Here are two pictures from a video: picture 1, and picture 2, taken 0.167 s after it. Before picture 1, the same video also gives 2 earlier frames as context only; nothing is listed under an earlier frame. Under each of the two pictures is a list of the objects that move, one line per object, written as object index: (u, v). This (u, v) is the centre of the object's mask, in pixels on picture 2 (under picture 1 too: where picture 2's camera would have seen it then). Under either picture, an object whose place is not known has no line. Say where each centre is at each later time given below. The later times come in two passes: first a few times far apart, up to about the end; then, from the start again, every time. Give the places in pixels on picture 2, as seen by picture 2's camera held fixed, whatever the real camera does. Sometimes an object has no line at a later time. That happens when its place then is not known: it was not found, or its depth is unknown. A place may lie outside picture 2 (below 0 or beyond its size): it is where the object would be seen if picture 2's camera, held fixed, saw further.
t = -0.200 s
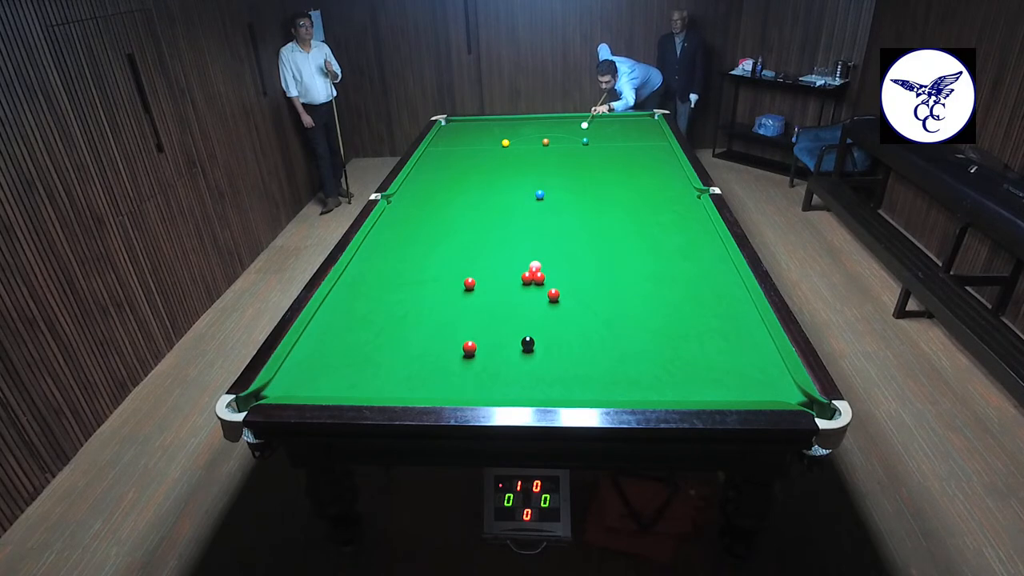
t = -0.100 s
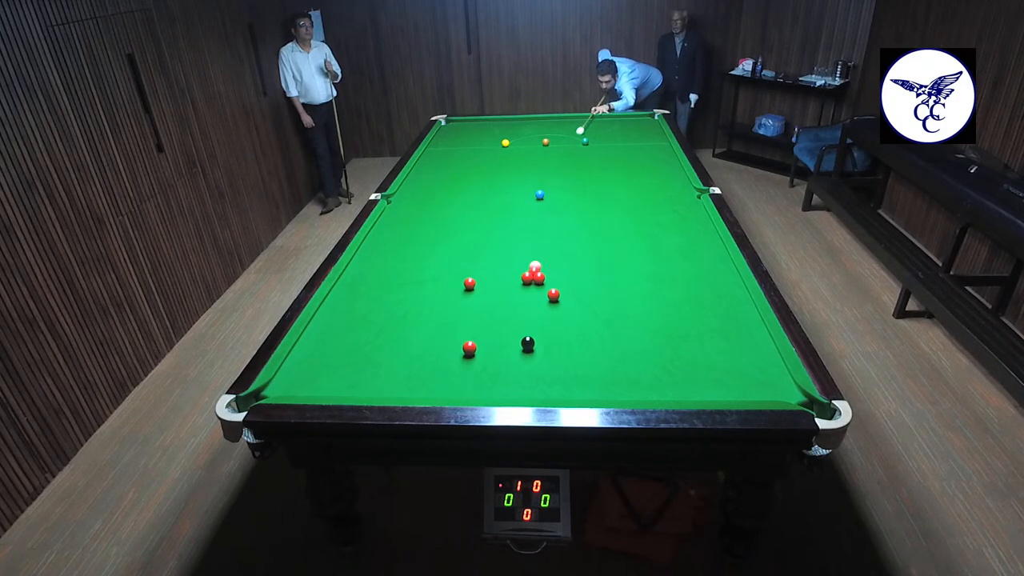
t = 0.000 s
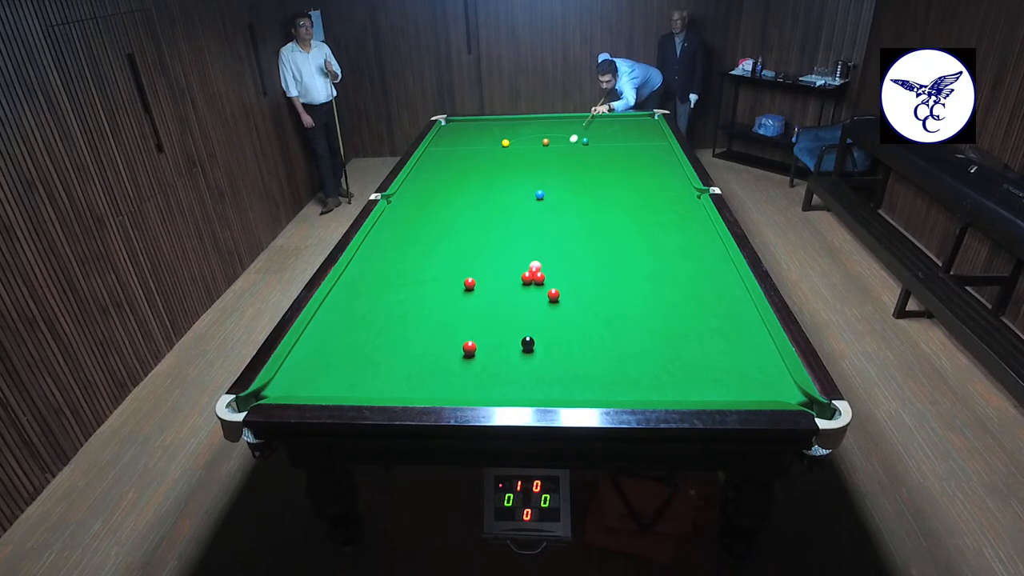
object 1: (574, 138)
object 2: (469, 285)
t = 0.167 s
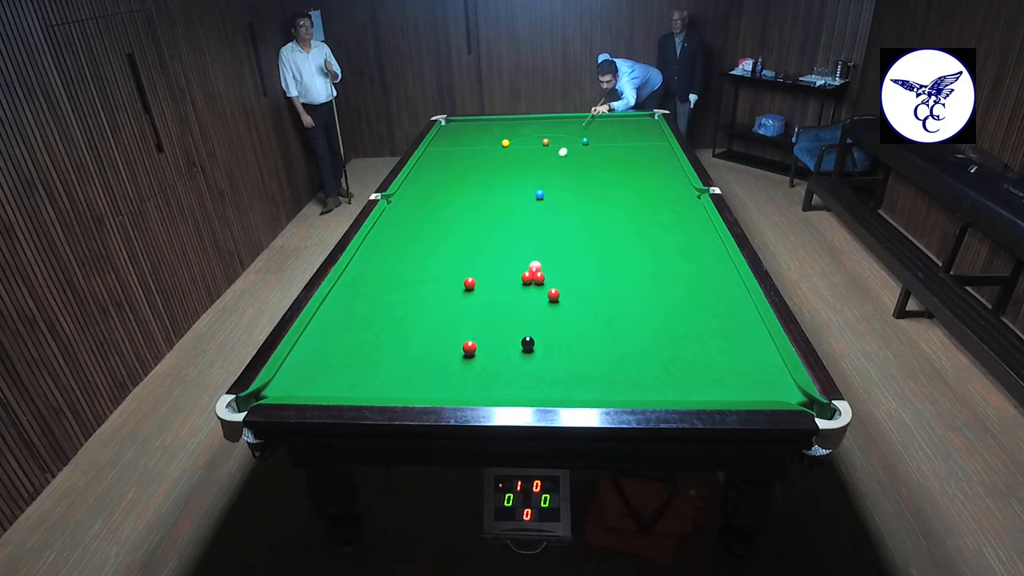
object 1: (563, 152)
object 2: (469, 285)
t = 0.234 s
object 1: (558, 157)
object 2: (469, 285)
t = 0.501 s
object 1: (537, 184)
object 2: (469, 285)
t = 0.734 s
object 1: (514, 213)
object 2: (469, 285)
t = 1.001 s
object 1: (481, 254)
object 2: (469, 285)
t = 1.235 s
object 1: (435, 296)
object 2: (478, 289)
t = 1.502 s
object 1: (357, 350)
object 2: (498, 298)
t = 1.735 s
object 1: (297, 377)
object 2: (515, 307)
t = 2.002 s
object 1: (318, 338)
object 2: (535, 317)
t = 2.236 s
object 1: (353, 312)
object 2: (552, 325)
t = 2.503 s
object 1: (389, 286)
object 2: (571, 335)
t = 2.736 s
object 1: (415, 266)
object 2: (588, 343)
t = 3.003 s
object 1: (442, 247)
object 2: (606, 352)
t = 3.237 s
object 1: (462, 232)
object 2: (622, 359)
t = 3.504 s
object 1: (483, 217)
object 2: (639, 368)
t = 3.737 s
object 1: (499, 206)
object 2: (653, 375)
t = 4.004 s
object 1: (515, 194)
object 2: (668, 382)
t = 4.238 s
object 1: (527, 185)
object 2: (680, 388)
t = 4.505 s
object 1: (540, 176)
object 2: (692, 392)
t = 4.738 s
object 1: (550, 168)
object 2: (701, 394)
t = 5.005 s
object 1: (560, 161)
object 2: (707, 392)
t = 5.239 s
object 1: (567, 155)
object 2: (710, 391)
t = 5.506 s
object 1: (575, 149)
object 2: (713, 391)
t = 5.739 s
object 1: (582, 144)
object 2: (714, 390)
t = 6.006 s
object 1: (585, 142)
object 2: (714, 390)
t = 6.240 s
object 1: (586, 142)
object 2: (714, 390)
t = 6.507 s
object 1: (587, 141)
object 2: (714, 390)
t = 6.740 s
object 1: (588, 141)
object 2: (714, 390)
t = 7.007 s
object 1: (588, 141)
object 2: (714, 390)
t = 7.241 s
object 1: (588, 141)
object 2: (714, 390)
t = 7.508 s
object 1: (588, 141)
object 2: (714, 390)
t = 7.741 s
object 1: (588, 141)
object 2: (714, 390)
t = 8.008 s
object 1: (588, 141)
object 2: (714, 390)
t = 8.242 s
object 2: (714, 390)
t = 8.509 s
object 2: (714, 390)
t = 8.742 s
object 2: (714, 390)
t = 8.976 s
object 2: (714, 390)
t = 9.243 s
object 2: (714, 390)
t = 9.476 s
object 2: (714, 390)
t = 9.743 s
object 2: (714, 390)
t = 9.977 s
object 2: (714, 390)
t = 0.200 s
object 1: (561, 154)
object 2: (469, 285)
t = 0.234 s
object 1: (558, 157)
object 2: (469, 285)
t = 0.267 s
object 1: (556, 161)
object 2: (469, 285)
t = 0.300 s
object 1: (554, 164)
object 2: (469, 285)
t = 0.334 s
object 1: (551, 167)
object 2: (469, 285)
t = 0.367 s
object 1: (548, 170)
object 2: (469, 285)
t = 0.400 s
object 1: (546, 174)
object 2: (469, 285)
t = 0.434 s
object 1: (543, 177)
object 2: (469, 285)
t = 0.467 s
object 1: (540, 180)
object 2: (469, 285)
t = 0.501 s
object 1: (537, 184)
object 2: (469, 285)
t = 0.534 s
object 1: (534, 187)
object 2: (469, 285)
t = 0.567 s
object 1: (531, 192)
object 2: (469, 285)
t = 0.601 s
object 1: (528, 195)
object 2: (469, 285)
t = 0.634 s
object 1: (524, 200)
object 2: (469, 285)
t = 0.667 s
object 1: (521, 204)
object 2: (469, 285)
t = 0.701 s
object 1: (518, 208)
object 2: (469, 285)
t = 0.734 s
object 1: (514, 213)
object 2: (469, 285)
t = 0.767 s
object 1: (510, 217)
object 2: (469, 285)
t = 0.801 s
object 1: (506, 222)
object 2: (469, 285)
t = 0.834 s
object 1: (503, 227)
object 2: (469, 285)
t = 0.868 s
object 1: (499, 232)
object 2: (469, 285)
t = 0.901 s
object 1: (494, 237)
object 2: (469, 285)
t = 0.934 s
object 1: (490, 243)
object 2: (469, 285)
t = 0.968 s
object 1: (486, 248)
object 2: (469, 285)
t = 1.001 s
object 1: (481, 254)
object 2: (469, 285)
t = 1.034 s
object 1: (476, 260)
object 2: (469, 285)
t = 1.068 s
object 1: (471, 266)
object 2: (469, 285)
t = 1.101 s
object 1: (466, 272)
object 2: (469, 285)
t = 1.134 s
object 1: (460, 279)
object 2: (470, 285)
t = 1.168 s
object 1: (452, 285)
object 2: (473, 286)
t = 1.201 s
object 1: (443, 290)
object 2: (475, 288)
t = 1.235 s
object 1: (435, 296)
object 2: (478, 289)
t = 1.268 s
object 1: (426, 302)
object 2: (480, 290)
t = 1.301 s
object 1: (417, 309)
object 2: (483, 291)
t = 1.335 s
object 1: (408, 315)
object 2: (485, 293)
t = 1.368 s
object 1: (398, 322)
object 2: (488, 294)
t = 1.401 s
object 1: (388, 329)
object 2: (490, 295)
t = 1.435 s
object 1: (378, 336)
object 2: (493, 296)
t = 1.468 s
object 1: (368, 343)
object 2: (495, 297)
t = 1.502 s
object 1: (357, 350)
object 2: (498, 298)
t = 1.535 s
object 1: (347, 358)
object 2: (500, 300)
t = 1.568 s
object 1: (335, 367)
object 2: (503, 301)
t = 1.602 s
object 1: (323, 374)
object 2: (505, 302)
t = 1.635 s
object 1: (311, 383)
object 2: (508, 303)
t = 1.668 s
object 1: (300, 388)
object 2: (510, 305)
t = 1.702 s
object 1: (298, 384)
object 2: (513, 306)
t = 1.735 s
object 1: (297, 377)
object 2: (515, 307)
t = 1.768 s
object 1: (296, 371)
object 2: (518, 308)
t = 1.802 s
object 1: (294, 365)
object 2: (520, 309)
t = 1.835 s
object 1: (293, 360)
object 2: (522, 310)
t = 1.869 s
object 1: (293, 355)
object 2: (525, 312)
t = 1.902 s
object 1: (300, 351)
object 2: (527, 313)
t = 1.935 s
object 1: (306, 347)
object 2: (530, 314)
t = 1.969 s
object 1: (312, 342)
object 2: (532, 315)
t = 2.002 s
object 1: (318, 338)
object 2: (535, 317)
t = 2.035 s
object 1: (323, 334)
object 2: (537, 318)
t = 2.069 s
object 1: (329, 330)
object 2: (540, 319)
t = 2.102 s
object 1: (334, 326)
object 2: (542, 320)
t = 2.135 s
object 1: (339, 323)
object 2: (544, 322)
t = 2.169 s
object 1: (344, 319)
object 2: (547, 323)
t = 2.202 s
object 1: (349, 315)
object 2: (550, 324)
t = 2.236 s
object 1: (353, 312)
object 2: (552, 325)
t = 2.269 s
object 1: (358, 308)
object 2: (554, 326)
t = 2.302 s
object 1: (363, 305)
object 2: (557, 328)
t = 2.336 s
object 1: (367, 301)
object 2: (559, 329)
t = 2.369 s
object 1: (372, 298)
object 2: (562, 330)
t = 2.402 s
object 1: (376, 295)
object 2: (564, 331)
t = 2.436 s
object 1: (380, 292)
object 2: (566, 332)
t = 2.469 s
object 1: (385, 289)
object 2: (569, 334)
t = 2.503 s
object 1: (389, 286)
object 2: (571, 335)
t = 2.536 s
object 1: (393, 283)
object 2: (573, 336)
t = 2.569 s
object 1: (397, 280)
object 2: (576, 337)
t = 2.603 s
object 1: (401, 277)
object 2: (578, 338)
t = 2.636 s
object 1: (404, 274)
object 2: (581, 339)
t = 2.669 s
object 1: (408, 272)
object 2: (583, 341)
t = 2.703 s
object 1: (412, 269)
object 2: (586, 342)
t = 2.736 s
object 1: (415, 266)
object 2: (588, 343)
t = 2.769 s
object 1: (419, 264)
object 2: (590, 344)
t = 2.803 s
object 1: (422, 261)
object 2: (592, 345)
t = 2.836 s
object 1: (426, 259)
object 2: (595, 346)
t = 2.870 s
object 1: (429, 256)
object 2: (597, 347)
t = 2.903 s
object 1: (432, 254)
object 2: (600, 349)
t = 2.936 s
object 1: (436, 252)
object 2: (602, 349)
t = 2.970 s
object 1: (439, 249)
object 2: (604, 351)
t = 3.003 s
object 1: (442, 247)
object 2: (606, 352)
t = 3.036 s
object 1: (445, 245)
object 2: (609, 353)
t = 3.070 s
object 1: (448, 243)
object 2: (611, 354)
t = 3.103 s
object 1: (451, 240)
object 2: (613, 355)
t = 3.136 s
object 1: (454, 238)
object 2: (615, 356)
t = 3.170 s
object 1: (457, 236)
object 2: (618, 358)
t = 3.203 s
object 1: (459, 234)
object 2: (620, 358)
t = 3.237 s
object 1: (462, 232)
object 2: (622, 359)
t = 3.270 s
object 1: (465, 230)
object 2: (624, 361)
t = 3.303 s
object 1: (468, 228)
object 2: (626, 362)
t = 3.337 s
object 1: (470, 226)
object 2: (628, 362)
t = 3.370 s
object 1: (473, 225)
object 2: (631, 364)
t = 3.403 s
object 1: (475, 223)
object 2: (632, 365)
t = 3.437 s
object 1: (478, 221)
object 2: (635, 366)
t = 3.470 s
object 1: (480, 219)
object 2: (637, 367)
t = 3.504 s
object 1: (483, 217)
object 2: (639, 368)
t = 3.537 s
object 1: (485, 216)
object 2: (641, 369)
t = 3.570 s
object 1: (487, 214)
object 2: (643, 370)
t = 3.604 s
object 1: (490, 212)
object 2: (645, 371)
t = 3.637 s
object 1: (492, 211)
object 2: (647, 372)
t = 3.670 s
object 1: (494, 209)
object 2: (649, 373)
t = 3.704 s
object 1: (496, 207)
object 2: (651, 373)
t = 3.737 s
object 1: (499, 206)
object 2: (653, 375)
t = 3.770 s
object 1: (501, 204)
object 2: (655, 376)
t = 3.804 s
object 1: (503, 203)
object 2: (657, 376)
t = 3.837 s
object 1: (505, 201)
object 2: (659, 377)
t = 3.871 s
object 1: (507, 200)
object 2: (661, 378)
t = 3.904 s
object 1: (509, 198)
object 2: (663, 379)
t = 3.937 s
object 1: (511, 197)
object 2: (664, 380)
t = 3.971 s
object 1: (513, 196)
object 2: (666, 381)
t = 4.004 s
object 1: (515, 194)
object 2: (668, 382)
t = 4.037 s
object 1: (517, 193)
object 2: (670, 383)
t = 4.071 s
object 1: (518, 191)
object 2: (672, 384)
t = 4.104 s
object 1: (520, 190)
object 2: (673, 385)
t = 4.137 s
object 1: (522, 189)
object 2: (675, 386)
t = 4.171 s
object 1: (524, 187)
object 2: (677, 387)
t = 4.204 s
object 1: (526, 186)
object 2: (679, 387)
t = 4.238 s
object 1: (527, 185)
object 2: (680, 388)
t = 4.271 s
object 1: (529, 184)
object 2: (682, 388)
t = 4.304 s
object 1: (530, 182)
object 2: (683, 389)
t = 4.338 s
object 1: (532, 181)
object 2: (685, 390)
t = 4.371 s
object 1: (534, 180)
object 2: (686, 390)
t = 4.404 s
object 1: (535, 179)
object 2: (688, 391)
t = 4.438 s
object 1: (537, 178)
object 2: (690, 391)
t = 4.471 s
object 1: (538, 177)
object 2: (691, 392)
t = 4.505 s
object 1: (540, 176)
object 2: (692, 392)
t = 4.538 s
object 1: (541, 175)
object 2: (694, 392)
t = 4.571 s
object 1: (543, 174)
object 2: (696, 393)
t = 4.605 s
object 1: (544, 172)
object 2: (697, 393)
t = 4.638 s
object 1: (546, 171)
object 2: (699, 394)
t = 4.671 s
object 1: (547, 170)
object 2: (700, 394)
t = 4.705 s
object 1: (548, 169)
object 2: (701, 394)
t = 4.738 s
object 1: (550, 168)
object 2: (701, 394)
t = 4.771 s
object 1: (551, 167)
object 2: (702, 393)
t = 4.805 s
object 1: (552, 167)
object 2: (703, 393)
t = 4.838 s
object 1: (554, 165)
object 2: (704, 393)
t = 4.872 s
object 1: (555, 164)
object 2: (704, 393)
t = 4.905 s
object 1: (556, 163)
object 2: (705, 393)
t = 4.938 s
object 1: (557, 163)
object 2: (706, 393)
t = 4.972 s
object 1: (558, 162)
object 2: (706, 392)
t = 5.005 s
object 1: (560, 161)
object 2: (707, 392)
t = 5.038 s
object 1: (561, 160)
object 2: (707, 392)
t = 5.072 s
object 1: (562, 159)
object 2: (708, 392)
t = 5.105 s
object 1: (563, 158)
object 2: (708, 392)
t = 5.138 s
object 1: (564, 157)
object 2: (709, 392)
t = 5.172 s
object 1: (565, 157)
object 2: (709, 392)
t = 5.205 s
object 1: (566, 155)
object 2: (710, 391)
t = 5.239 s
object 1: (567, 155)
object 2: (710, 391)
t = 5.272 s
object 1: (568, 154)
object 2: (710, 391)
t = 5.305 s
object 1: (569, 153)
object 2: (711, 391)
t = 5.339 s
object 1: (570, 152)
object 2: (711, 391)
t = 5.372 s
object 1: (571, 152)
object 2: (711, 391)
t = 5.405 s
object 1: (572, 151)
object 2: (712, 391)
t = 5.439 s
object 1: (573, 150)
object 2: (712, 391)
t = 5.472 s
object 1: (574, 149)
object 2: (712, 391)
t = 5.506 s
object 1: (575, 149)
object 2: (713, 391)
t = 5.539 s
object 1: (576, 148)
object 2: (713, 390)
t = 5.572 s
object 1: (577, 147)
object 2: (713, 390)
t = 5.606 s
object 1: (578, 146)
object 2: (713, 390)
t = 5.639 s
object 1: (579, 146)
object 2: (714, 390)
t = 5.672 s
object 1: (580, 145)
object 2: (714, 390)
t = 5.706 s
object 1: (581, 144)
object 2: (714, 390)
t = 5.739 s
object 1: (582, 144)
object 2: (714, 390)
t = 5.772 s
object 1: (583, 143)
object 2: (714, 390)
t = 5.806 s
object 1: (583, 143)
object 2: (714, 390)
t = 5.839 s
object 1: (583, 143)
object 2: (714, 390)
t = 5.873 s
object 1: (584, 143)
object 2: (714, 390)
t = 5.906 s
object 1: (584, 143)
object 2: (714, 390)
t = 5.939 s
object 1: (584, 143)
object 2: (714, 390)
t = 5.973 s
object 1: (584, 142)
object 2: (714, 390)
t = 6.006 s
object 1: (585, 142)
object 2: (714, 390)
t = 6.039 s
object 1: (585, 142)
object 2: (714, 390)
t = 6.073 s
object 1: (585, 142)
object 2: (714, 390)
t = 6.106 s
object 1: (585, 142)
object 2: (714, 390)
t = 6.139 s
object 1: (585, 142)
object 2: (714, 390)
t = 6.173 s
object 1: (586, 142)
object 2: (714, 390)
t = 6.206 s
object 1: (586, 142)
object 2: (714, 390)
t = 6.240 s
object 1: (586, 142)
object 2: (714, 390)
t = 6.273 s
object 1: (586, 142)
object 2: (714, 390)
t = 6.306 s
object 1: (586, 142)
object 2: (714, 390)
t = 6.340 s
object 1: (587, 141)
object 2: (714, 390)
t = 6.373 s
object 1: (587, 141)
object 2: (714, 390)
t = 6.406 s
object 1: (587, 141)
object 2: (714, 390)
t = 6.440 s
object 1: (587, 141)
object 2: (714, 390)
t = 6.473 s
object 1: (587, 141)
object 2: (714, 390)
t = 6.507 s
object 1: (587, 141)
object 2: (714, 390)
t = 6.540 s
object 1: (588, 141)
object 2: (714, 390)
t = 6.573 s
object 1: (588, 141)
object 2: (714, 390)
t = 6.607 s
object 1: (588, 141)
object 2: (714, 390)
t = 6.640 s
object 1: (588, 141)
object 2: (714, 390)
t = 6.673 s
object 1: (588, 141)
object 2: (714, 390)
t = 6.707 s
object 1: (588, 141)
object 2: (714, 390)
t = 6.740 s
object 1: (588, 141)
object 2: (714, 390)
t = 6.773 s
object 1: (588, 141)
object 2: (714, 390)
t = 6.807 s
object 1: (588, 141)
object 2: (714, 390)
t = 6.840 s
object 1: (588, 141)
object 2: (714, 390)
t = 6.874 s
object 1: (588, 141)
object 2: (714, 390)
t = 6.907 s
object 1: (588, 141)
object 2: (714, 390)
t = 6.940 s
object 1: (588, 141)
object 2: (714, 390)
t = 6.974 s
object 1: (588, 141)
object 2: (714, 390)
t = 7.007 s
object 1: (588, 141)
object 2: (714, 390)
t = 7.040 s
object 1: (588, 141)
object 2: (714, 390)
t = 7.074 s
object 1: (588, 141)
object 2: (714, 390)
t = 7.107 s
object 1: (588, 141)
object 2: (714, 390)
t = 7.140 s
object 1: (588, 141)
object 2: (714, 390)
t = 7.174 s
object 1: (588, 141)
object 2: (714, 390)
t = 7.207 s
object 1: (588, 141)
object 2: (714, 390)
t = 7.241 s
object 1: (588, 141)
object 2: (714, 390)
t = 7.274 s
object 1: (588, 141)
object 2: (714, 390)
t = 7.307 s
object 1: (588, 141)
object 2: (714, 390)
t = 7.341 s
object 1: (588, 141)
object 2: (714, 390)
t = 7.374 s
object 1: (588, 141)
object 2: (714, 390)
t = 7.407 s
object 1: (588, 141)
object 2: (714, 390)
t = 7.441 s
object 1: (588, 141)
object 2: (714, 390)
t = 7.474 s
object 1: (588, 141)
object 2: (714, 390)
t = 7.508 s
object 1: (588, 141)
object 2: (714, 390)
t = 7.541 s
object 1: (588, 141)
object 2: (714, 390)
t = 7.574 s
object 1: (588, 141)
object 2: (714, 390)
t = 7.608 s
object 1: (588, 141)
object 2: (714, 390)
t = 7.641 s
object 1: (588, 141)
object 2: (714, 390)
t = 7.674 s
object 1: (588, 141)
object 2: (714, 390)
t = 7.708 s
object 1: (588, 141)
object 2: (714, 390)
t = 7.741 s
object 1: (588, 141)
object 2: (714, 390)
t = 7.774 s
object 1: (588, 141)
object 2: (714, 390)
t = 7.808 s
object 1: (588, 141)
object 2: (714, 390)
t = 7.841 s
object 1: (588, 141)
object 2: (714, 390)
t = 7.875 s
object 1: (588, 141)
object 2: (714, 390)
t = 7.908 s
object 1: (588, 141)
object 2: (714, 390)
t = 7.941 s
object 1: (588, 141)
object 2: (714, 390)
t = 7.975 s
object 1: (588, 141)
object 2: (714, 390)
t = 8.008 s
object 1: (588, 141)
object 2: (714, 390)
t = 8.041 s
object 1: (588, 141)
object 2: (714, 390)
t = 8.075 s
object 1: (588, 141)
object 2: (714, 390)
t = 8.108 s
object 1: (588, 141)
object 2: (714, 390)
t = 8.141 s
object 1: (588, 141)
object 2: (714, 390)
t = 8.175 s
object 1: (588, 141)
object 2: (714, 390)
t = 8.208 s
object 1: (588, 141)
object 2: (714, 390)
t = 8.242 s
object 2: (714, 390)
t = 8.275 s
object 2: (714, 390)
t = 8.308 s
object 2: (714, 390)
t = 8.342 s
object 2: (714, 390)
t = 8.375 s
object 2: (714, 390)
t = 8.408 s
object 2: (714, 390)
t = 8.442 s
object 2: (714, 390)
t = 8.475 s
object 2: (714, 390)
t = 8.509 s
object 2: (714, 390)
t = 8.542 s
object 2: (714, 390)
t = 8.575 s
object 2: (714, 390)
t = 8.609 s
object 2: (714, 390)
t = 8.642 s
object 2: (714, 390)
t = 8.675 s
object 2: (714, 390)
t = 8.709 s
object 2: (714, 390)
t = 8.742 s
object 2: (714, 390)
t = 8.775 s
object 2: (714, 390)
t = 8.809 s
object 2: (714, 390)
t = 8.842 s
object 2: (714, 390)
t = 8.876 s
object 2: (714, 390)
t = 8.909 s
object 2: (714, 390)
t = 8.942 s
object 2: (714, 390)
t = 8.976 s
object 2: (714, 390)
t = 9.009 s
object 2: (714, 390)
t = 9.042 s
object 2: (714, 390)
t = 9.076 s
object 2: (714, 390)
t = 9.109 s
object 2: (714, 390)
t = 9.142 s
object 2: (714, 390)
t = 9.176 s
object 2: (714, 390)
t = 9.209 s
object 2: (714, 390)
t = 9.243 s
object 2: (714, 390)
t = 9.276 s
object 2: (714, 390)
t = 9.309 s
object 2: (714, 390)
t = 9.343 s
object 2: (714, 390)
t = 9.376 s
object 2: (714, 390)
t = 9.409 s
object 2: (714, 390)
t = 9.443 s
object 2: (714, 390)
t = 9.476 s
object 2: (714, 390)
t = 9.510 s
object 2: (714, 390)
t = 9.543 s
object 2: (714, 390)
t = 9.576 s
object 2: (714, 390)
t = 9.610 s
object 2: (714, 390)
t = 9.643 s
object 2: (714, 390)
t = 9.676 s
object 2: (714, 390)
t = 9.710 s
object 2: (714, 390)
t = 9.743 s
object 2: (714, 390)
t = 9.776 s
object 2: (714, 390)
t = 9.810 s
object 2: (714, 390)
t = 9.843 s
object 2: (714, 390)
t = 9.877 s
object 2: (714, 390)
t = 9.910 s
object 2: (714, 390)
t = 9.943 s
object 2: (714, 390)
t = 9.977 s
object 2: (714, 390)
